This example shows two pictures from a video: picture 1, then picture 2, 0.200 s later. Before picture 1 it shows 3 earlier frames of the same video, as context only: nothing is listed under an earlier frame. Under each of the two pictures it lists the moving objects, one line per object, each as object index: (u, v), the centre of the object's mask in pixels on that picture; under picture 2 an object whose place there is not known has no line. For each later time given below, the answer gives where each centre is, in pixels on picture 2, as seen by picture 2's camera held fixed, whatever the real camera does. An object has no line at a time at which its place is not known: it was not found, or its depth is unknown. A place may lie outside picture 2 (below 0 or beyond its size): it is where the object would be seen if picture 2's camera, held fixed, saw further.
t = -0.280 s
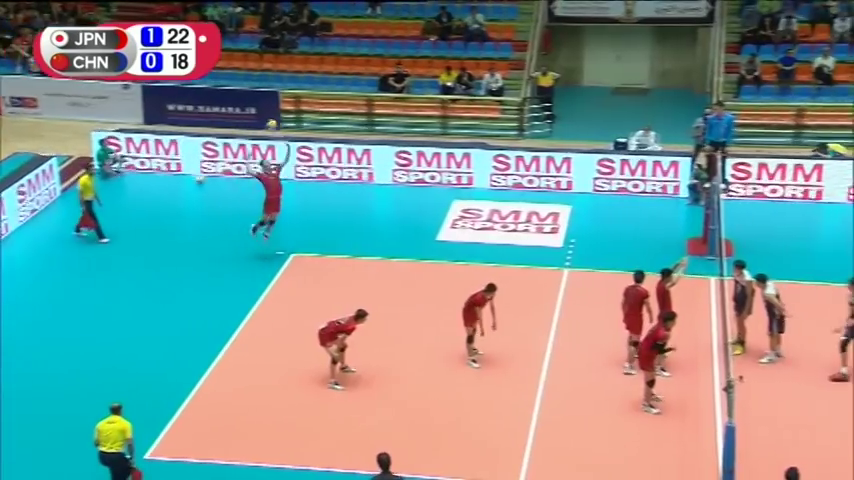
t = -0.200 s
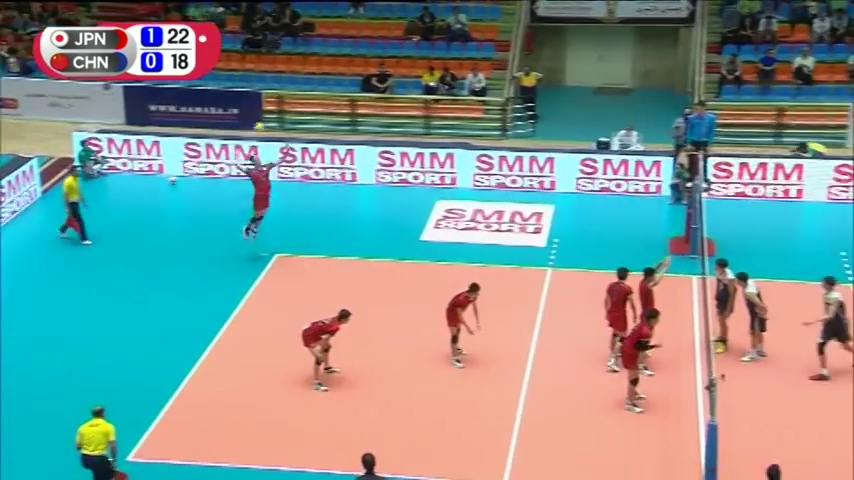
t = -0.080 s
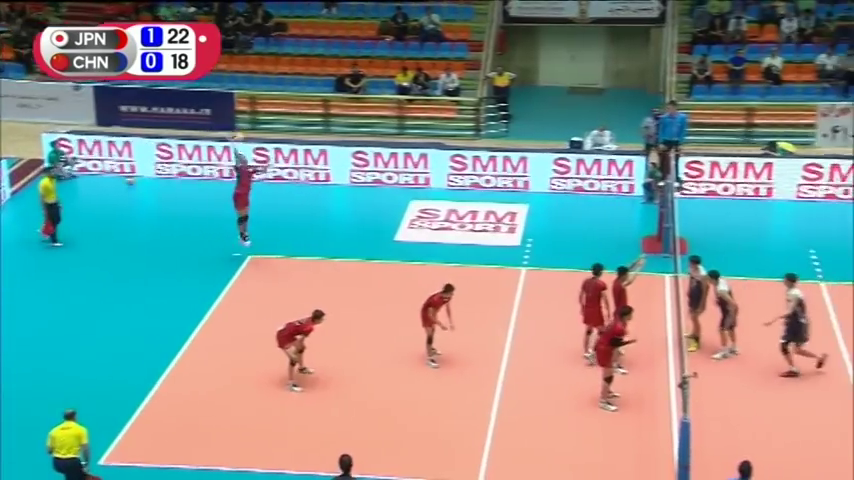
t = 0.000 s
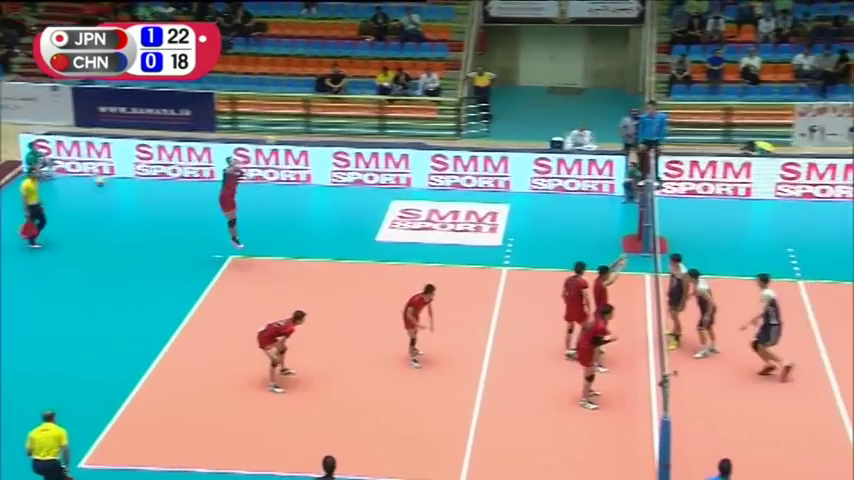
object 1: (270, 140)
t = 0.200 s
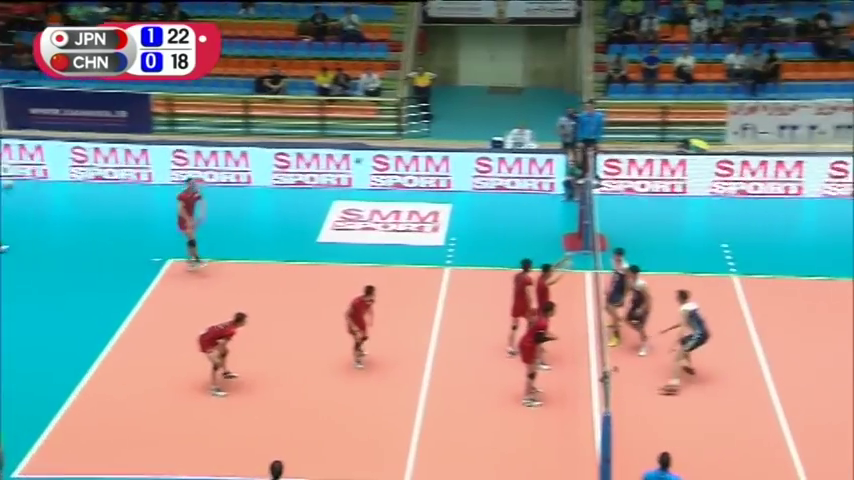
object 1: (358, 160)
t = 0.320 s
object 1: (450, 182)
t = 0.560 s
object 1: (647, 241)
